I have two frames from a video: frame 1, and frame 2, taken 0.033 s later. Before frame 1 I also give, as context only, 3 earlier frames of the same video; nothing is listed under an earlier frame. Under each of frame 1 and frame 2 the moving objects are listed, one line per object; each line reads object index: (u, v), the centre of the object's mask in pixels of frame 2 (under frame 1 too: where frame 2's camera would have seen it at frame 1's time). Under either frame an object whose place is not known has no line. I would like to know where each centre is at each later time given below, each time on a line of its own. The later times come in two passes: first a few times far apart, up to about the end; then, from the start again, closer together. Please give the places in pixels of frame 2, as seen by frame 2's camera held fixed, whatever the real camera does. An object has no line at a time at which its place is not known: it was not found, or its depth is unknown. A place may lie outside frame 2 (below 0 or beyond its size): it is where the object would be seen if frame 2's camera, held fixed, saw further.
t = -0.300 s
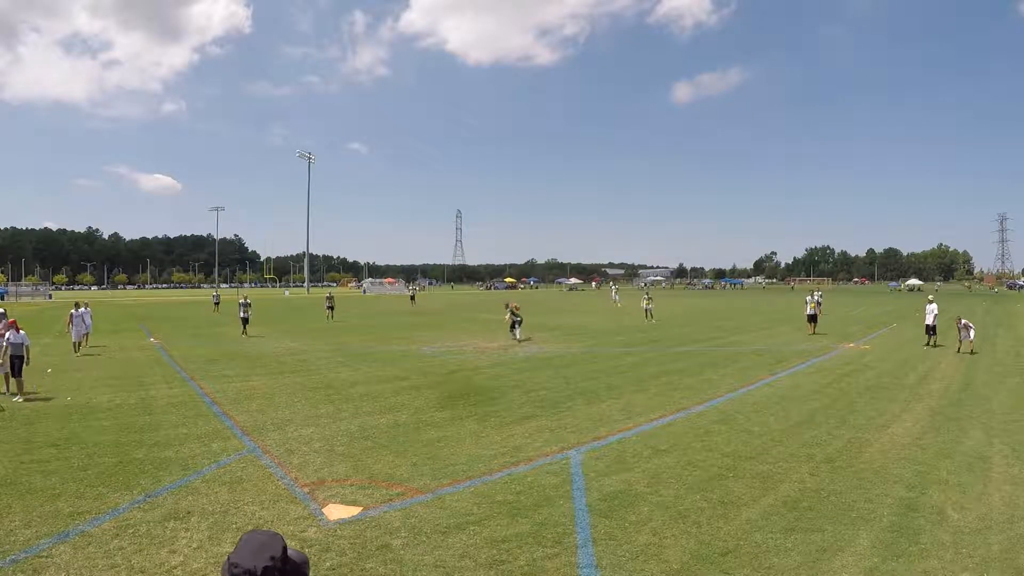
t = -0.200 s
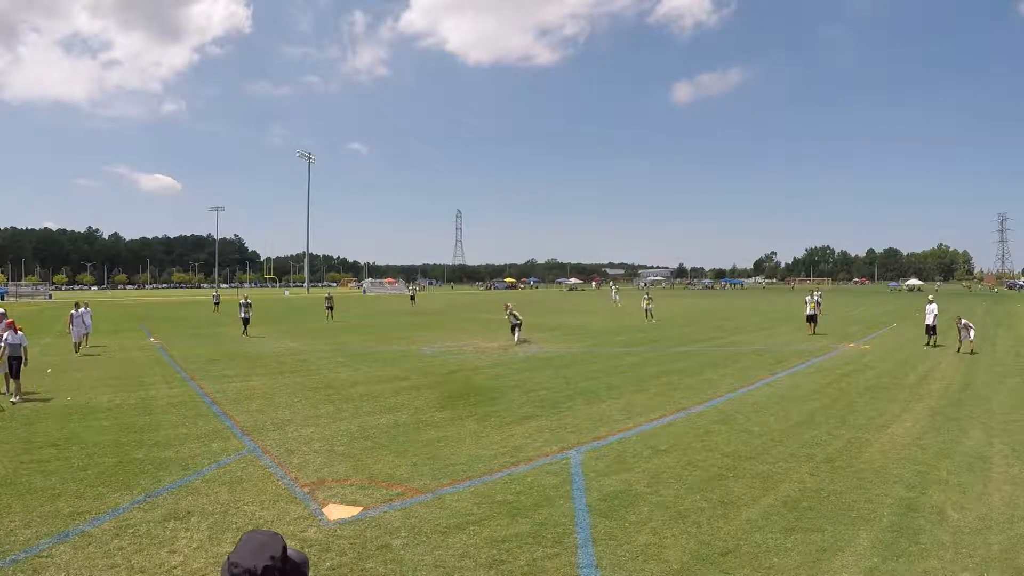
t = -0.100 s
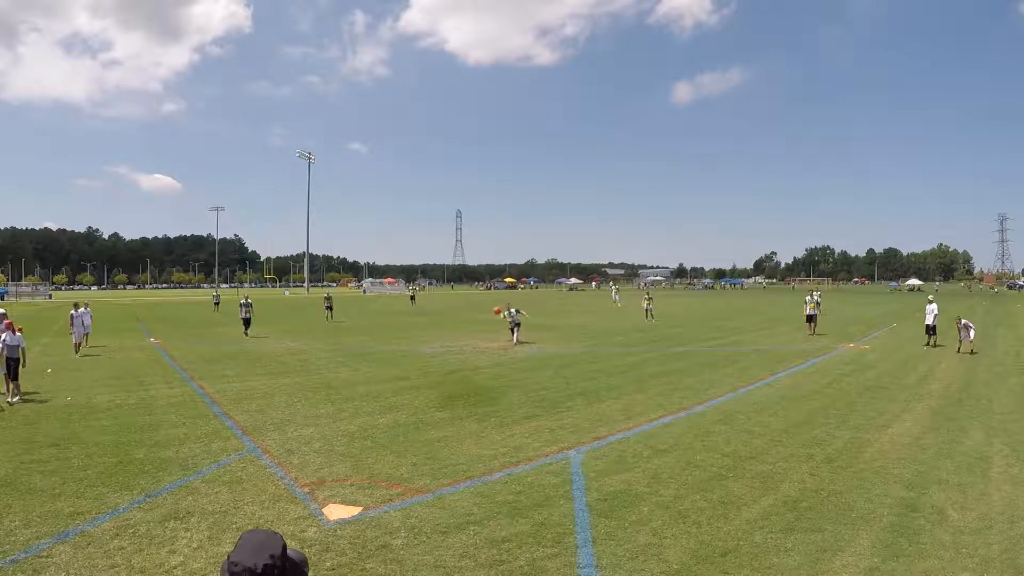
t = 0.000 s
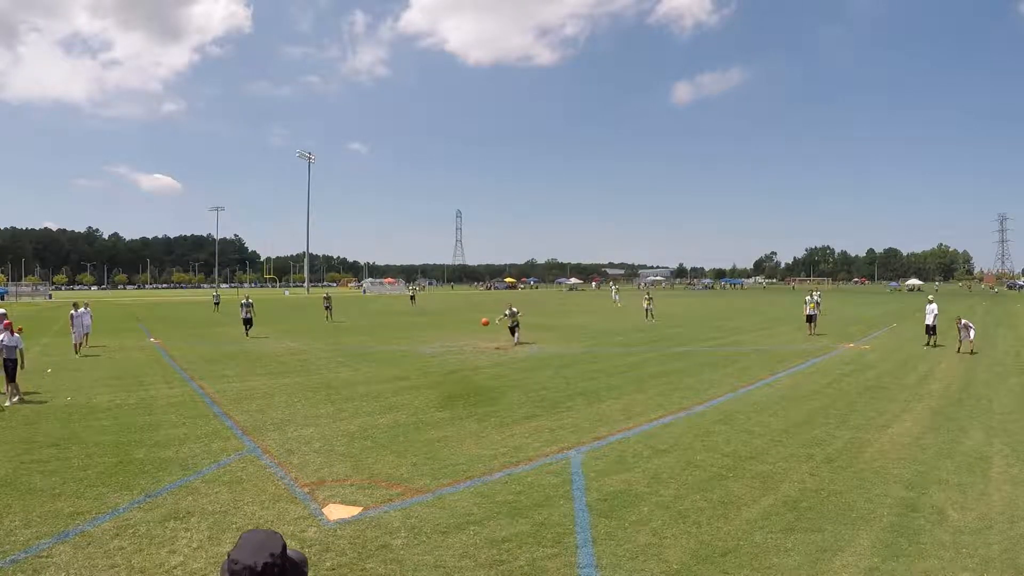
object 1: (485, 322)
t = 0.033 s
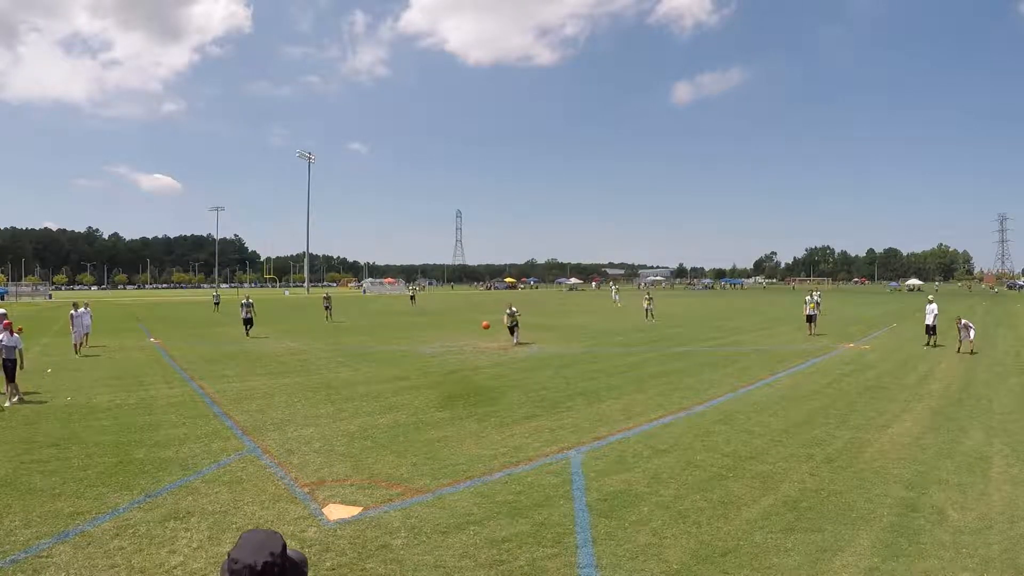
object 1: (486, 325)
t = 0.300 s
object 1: (484, 372)
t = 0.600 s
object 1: (442, 415)
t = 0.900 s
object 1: (357, 469)
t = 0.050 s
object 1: (486, 327)
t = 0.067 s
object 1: (486, 329)
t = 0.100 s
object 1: (487, 334)
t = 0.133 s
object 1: (487, 338)
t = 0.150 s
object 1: (487, 341)
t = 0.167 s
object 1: (487, 344)
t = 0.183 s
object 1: (487, 347)
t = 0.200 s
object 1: (487, 350)
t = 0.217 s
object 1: (486, 353)
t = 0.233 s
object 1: (486, 356)
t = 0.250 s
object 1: (485, 360)
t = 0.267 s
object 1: (485, 364)
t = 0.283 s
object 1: (484, 368)
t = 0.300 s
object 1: (484, 372)
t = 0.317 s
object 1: (483, 377)
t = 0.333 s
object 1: (483, 382)
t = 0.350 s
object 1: (482, 387)
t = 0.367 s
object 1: (480, 393)
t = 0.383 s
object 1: (480, 397)
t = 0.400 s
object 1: (478, 400)
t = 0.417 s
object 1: (475, 401)
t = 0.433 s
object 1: (472, 402)
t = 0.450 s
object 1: (470, 403)
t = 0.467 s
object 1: (467, 403)
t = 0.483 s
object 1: (465, 403)
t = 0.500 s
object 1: (462, 404)
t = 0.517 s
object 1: (458, 406)
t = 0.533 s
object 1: (456, 407)
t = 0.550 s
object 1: (452, 409)
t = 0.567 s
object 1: (451, 410)
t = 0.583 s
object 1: (447, 412)
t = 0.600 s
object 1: (442, 415)
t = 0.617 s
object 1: (439, 418)
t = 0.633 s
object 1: (435, 421)
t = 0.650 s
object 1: (432, 424)
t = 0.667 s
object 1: (427, 427)
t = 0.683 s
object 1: (423, 431)
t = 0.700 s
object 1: (419, 436)
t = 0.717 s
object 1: (415, 440)
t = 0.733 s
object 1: (410, 445)
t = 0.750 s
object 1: (406, 450)
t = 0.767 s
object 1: (402, 454)
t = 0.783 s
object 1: (397, 457)
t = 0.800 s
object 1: (391, 459)
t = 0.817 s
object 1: (386, 460)
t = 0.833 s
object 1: (382, 462)
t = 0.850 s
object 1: (375, 463)
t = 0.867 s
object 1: (369, 465)
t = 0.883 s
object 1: (364, 466)
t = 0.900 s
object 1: (357, 469)
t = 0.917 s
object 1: (351, 472)
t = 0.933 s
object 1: (345, 474)
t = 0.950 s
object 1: (338, 477)
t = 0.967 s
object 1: (332, 481)
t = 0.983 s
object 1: (325, 485)
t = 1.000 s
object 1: (318, 490)
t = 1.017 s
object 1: (310, 494)
